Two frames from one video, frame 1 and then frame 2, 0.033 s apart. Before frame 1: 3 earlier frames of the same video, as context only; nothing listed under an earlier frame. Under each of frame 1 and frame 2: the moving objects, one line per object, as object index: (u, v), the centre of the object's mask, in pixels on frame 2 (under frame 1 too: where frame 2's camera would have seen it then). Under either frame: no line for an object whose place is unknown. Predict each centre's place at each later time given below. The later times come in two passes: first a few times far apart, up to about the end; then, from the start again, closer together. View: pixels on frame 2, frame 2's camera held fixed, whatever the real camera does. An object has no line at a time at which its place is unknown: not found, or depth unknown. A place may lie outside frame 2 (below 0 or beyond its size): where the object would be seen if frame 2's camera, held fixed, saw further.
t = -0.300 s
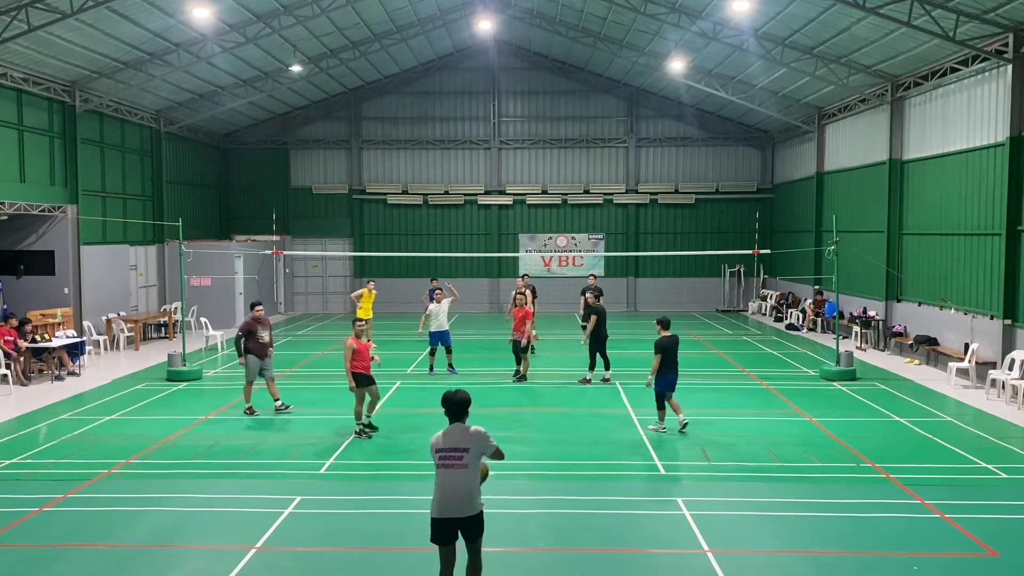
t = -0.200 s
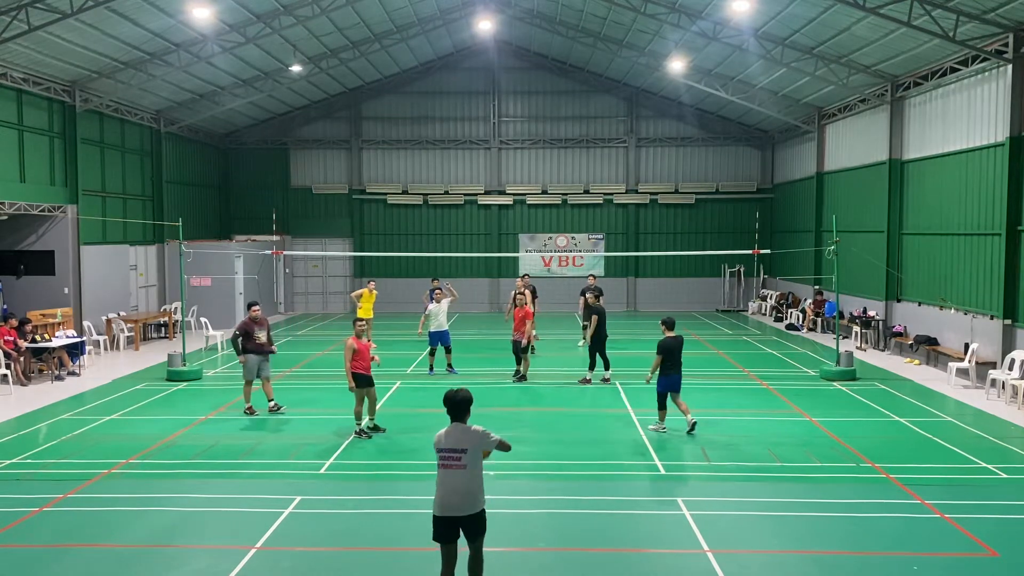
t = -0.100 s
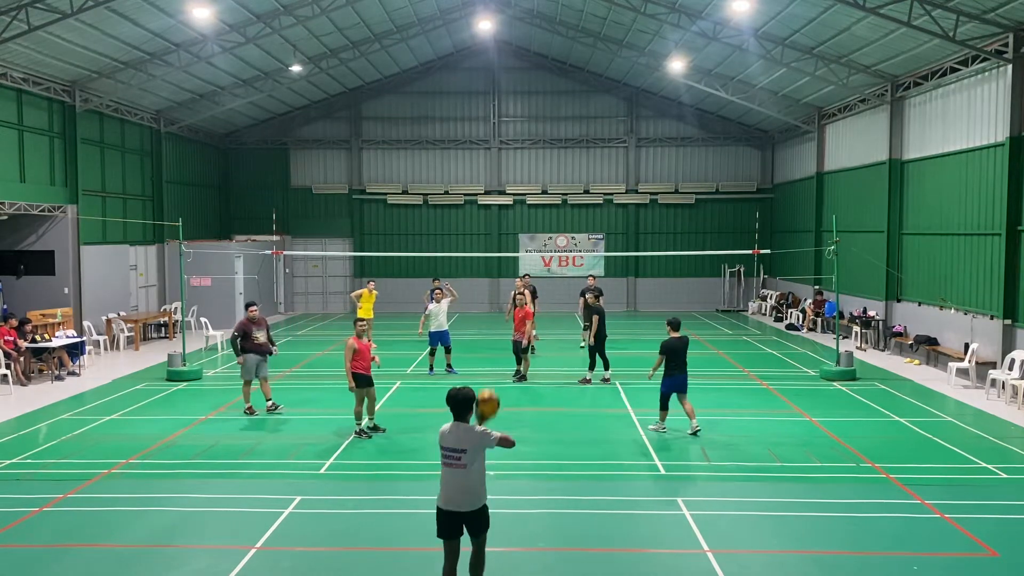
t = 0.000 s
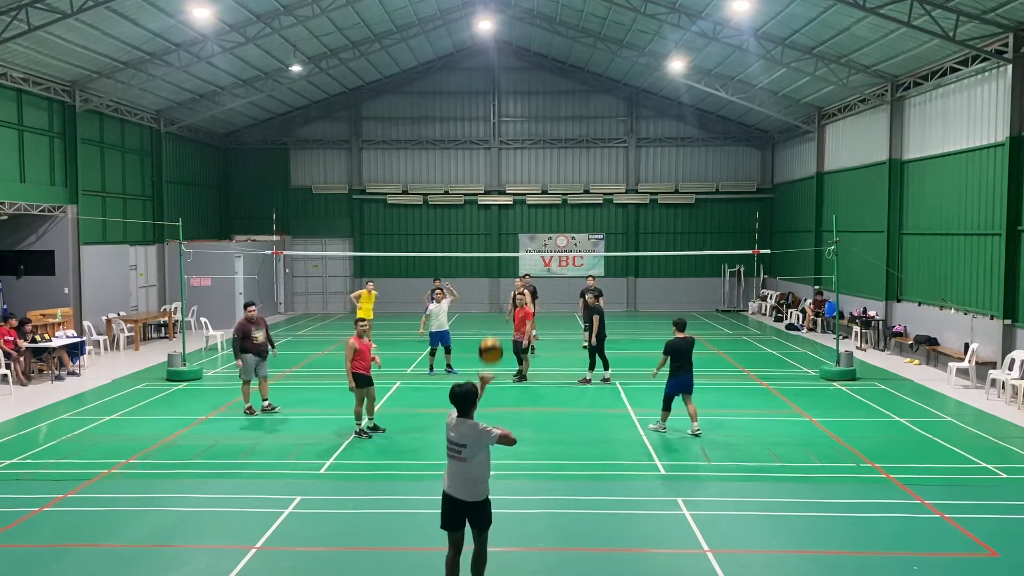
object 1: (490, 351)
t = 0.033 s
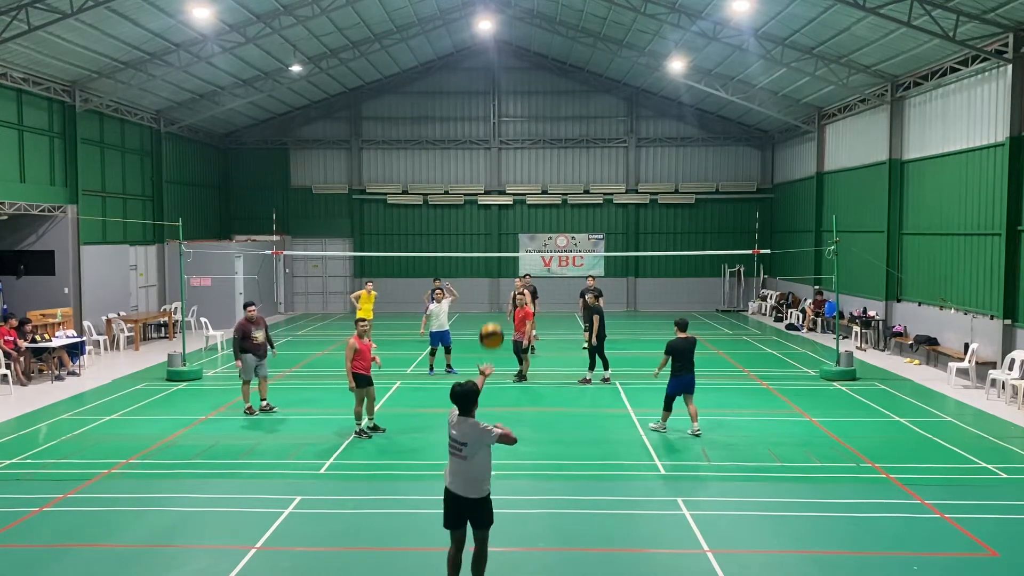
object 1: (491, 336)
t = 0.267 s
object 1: (498, 273)
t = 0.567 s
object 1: (505, 286)
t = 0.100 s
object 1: (493, 311)
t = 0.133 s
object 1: (494, 301)
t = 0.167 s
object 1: (495, 292)
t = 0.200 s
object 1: (496, 284)
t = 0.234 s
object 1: (497, 278)
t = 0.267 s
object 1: (498, 273)
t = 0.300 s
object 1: (499, 270)
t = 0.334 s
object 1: (499, 268)
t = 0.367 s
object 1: (500, 267)
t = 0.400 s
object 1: (501, 267)
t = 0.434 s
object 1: (501, 268)
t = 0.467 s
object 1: (502, 271)
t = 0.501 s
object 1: (503, 275)
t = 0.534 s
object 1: (504, 280)
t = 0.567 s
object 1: (505, 286)
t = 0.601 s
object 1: (506, 294)
